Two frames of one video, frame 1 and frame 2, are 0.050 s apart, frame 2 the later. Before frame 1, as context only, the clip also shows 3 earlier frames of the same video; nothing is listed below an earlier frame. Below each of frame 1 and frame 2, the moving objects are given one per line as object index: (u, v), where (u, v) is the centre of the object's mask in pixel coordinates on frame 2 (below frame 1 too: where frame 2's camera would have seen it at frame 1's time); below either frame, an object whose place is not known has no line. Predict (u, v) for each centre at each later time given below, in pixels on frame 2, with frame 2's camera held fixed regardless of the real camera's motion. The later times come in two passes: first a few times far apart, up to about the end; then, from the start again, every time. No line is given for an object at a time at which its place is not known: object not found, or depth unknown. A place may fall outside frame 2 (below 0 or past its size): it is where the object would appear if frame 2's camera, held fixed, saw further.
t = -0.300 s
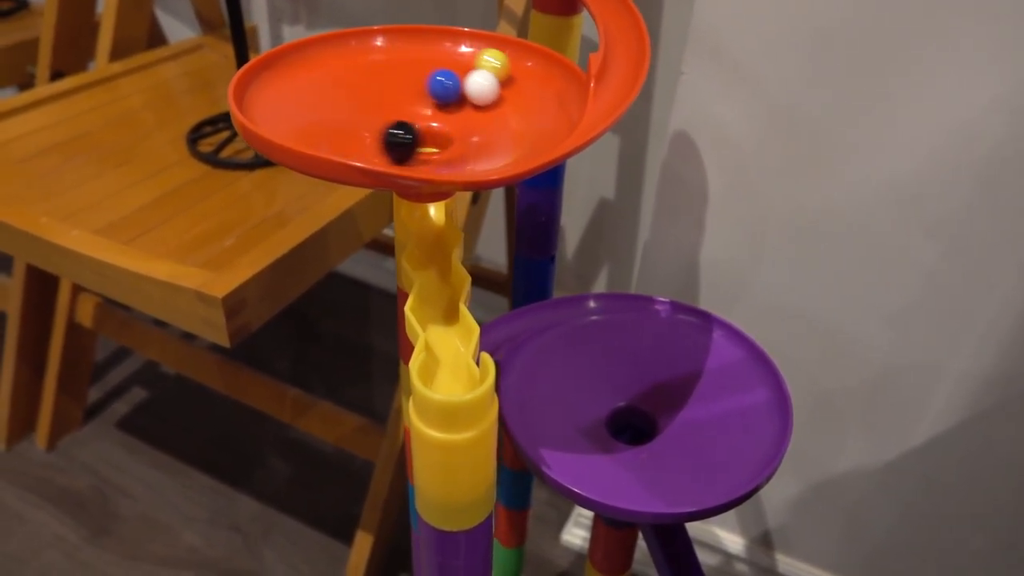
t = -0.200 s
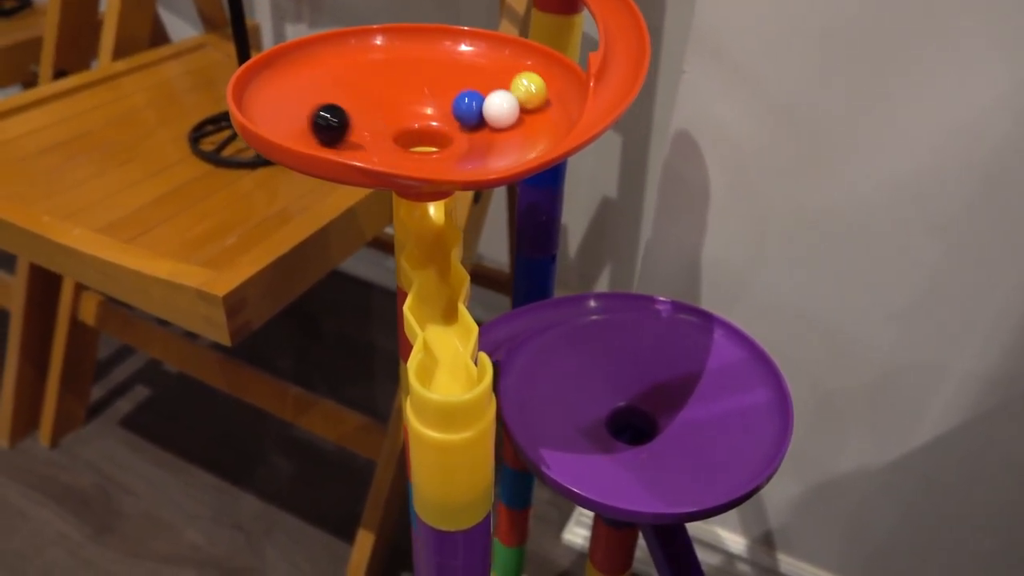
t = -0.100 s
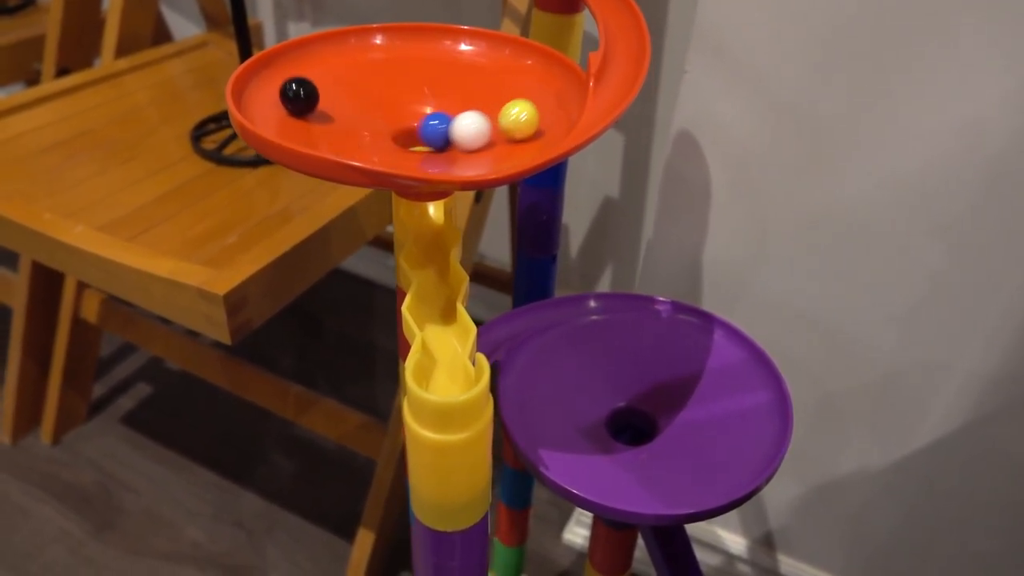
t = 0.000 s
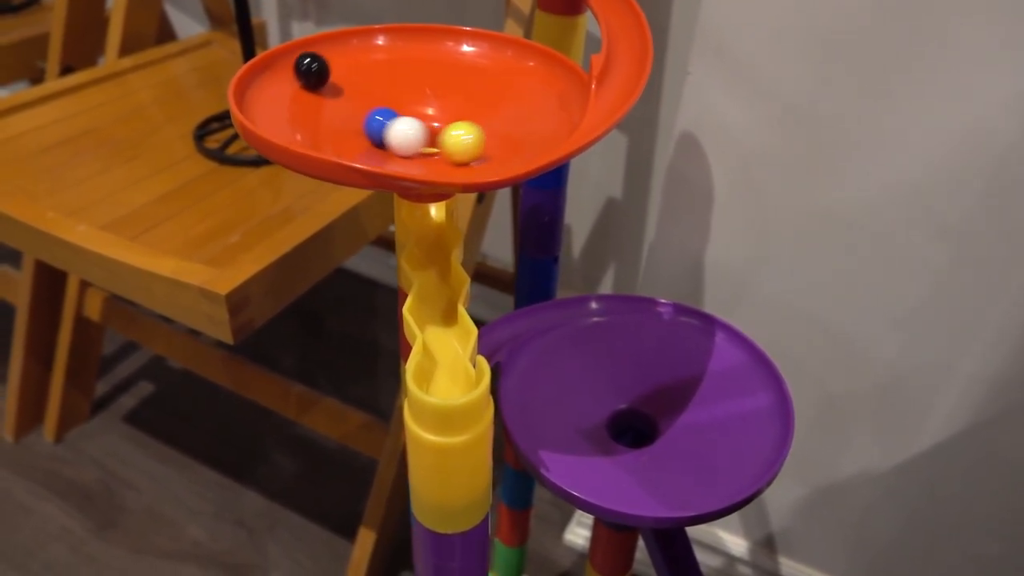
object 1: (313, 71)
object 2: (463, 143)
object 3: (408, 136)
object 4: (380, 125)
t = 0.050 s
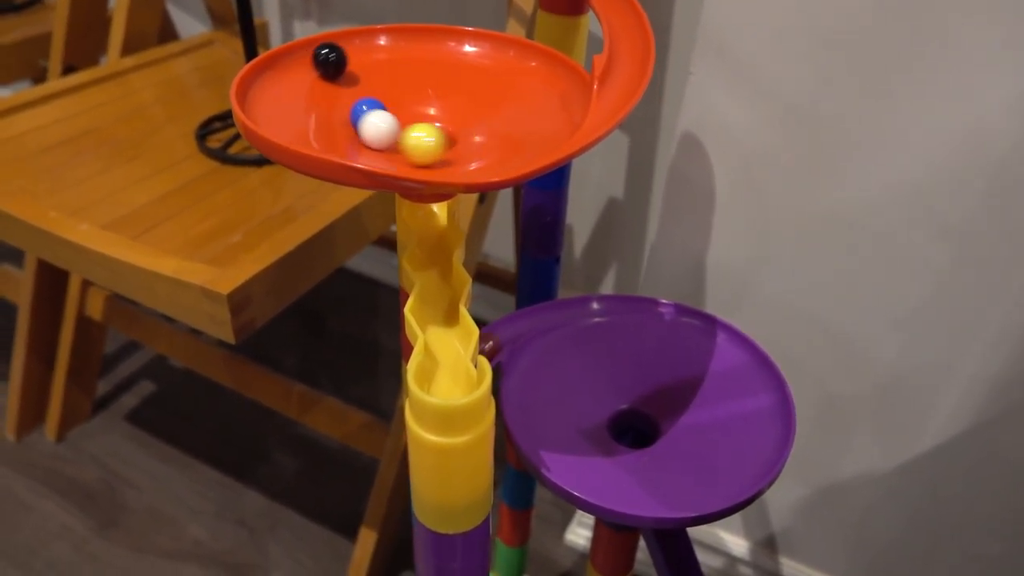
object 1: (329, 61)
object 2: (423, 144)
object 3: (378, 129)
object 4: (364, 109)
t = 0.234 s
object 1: (418, 48)
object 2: (312, 107)
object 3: (375, 87)
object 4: (412, 87)
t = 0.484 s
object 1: (516, 99)
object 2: (369, 47)
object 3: (474, 102)
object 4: (459, 130)
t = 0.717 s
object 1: (411, 142)
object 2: (486, 58)
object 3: (386, 122)
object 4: (354, 102)
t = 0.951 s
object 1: (317, 95)
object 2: (472, 132)
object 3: (459, 102)
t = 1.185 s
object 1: (415, 57)
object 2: (309, 112)
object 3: (403, 132)
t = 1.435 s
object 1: (512, 97)
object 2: (353, 65)
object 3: (421, 93)
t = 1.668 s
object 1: (387, 136)
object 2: (495, 87)
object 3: (458, 129)
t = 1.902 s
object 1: (328, 83)
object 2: (455, 140)
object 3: (381, 101)
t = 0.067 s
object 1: (336, 58)
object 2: (409, 143)
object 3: (371, 126)
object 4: (363, 103)
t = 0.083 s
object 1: (343, 55)
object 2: (395, 142)
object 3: (363, 121)
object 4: (366, 99)
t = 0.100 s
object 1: (350, 53)
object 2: (383, 140)
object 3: (358, 116)
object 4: (369, 97)
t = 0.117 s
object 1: (358, 51)
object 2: (370, 137)
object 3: (355, 109)
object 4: (373, 96)
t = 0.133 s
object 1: (366, 50)
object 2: (358, 134)
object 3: (355, 105)
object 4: (376, 95)
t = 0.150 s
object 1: (374, 49)
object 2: (347, 131)
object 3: (357, 101)
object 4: (380, 94)
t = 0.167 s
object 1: (383, 48)
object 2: (337, 126)
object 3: (358, 99)
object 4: (384, 92)
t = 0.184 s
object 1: (392, 47)
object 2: (329, 122)
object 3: (360, 98)
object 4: (390, 90)
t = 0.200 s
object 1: (400, 47)
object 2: (322, 117)
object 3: (363, 94)
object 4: (397, 89)
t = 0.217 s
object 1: (409, 47)
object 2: (317, 113)
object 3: (368, 91)
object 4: (404, 88)
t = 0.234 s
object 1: (418, 48)
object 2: (312, 107)
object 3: (375, 87)
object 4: (412, 87)
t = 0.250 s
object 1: (426, 48)
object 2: (309, 102)
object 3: (382, 84)
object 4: (421, 88)
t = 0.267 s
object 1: (435, 50)
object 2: (307, 97)
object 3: (389, 82)
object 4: (430, 88)
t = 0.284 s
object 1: (444, 51)
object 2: (307, 91)
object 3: (398, 80)
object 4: (438, 89)
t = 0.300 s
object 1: (452, 53)
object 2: (308, 86)
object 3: (406, 79)
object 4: (447, 91)
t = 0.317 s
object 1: (460, 56)
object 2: (309, 81)
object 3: (415, 78)
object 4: (454, 93)
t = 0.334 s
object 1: (468, 58)
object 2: (312, 77)
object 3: (424, 78)
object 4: (461, 96)
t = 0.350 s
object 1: (476, 62)
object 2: (316, 72)
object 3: (433, 78)
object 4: (467, 99)
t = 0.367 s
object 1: (482, 65)
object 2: (320, 68)
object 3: (441, 79)
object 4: (472, 103)
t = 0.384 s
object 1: (489, 69)
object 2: (326, 64)
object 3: (449, 80)
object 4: (475, 107)
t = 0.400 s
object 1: (494, 74)
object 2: (332, 60)
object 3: (457, 82)
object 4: (477, 111)
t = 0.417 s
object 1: (500, 79)
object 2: (338, 56)
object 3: (463, 84)
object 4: (477, 115)
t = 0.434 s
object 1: (505, 83)
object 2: (345, 54)
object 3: (467, 87)
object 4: (475, 119)
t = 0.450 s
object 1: (510, 88)
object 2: (353, 51)
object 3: (470, 91)
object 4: (471, 123)
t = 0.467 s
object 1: (514, 93)
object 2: (360, 49)
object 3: (473, 95)
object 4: (466, 126)
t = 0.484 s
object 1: (516, 99)
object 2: (369, 47)
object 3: (474, 102)
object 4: (459, 130)
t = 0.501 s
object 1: (517, 105)
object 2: (377, 46)
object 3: (473, 108)
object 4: (450, 132)
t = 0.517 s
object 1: (516, 110)
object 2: (386, 45)
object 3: (470, 115)
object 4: (441, 133)
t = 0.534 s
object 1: (514, 115)
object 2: (395, 44)
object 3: (465, 121)
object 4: (432, 134)
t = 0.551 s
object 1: (510, 120)
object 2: (404, 43)
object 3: (458, 126)
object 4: (421, 134)
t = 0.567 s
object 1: (505, 124)
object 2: (413, 43)
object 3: (449, 129)
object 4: (412, 133)
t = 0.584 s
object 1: (498, 128)
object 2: (421, 43)
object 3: (441, 132)
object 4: (402, 131)
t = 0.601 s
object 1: (490, 132)
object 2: (430, 44)
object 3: (433, 133)
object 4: (391, 129)
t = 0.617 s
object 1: (481, 136)
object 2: (439, 45)
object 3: (425, 134)
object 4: (381, 125)
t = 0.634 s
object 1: (470, 138)
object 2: (447, 46)
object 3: (416, 133)
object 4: (373, 122)
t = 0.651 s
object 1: (460, 140)
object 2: (455, 47)
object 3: (409, 132)
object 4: (366, 118)
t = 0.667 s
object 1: (448, 141)
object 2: (463, 49)
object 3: (402, 131)
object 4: (360, 114)
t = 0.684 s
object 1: (436, 142)
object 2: (471, 52)
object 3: (396, 129)
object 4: (356, 109)
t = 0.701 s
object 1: (423, 143)
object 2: (479, 55)
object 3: (391, 126)
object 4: (354, 105)
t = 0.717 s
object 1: (411, 142)
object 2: (486, 58)
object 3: (386, 122)
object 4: (354, 102)
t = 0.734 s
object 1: (399, 141)
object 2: (492, 62)
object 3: (383, 117)
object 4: (354, 98)
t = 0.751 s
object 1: (387, 140)
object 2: (498, 66)
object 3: (385, 113)
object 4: (355, 94)
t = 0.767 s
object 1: (375, 138)
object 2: (502, 71)
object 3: (389, 112)
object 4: (359, 91)
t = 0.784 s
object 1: (364, 135)
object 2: (506, 75)
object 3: (391, 112)
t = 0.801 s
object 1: (354, 132)
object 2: (509, 81)
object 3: (395, 110)
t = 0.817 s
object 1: (345, 129)
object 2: (511, 87)
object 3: (401, 107)
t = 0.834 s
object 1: (338, 125)
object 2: (512, 93)
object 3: (408, 105)
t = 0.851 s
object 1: (331, 121)
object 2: (511, 99)
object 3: (415, 103)
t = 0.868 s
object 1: (326, 117)
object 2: (509, 105)
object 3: (424, 102)
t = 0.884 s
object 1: (322, 113)
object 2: (505, 111)
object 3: (432, 101)
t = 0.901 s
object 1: (319, 108)
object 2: (499, 117)
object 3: (440, 101)
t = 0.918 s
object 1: (317, 104)
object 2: (492, 122)
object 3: (447, 101)
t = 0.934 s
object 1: (317, 99)
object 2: (483, 127)
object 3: (454, 103)
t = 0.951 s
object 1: (317, 95)
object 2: (472, 132)
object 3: (459, 102)
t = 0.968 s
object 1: (319, 91)
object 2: (458, 135)
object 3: (465, 104)
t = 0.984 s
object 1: (322, 86)
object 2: (445, 137)
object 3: (469, 109)
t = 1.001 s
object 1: (326, 82)
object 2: (432, 138)
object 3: (470, 114)
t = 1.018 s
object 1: (331, 78)
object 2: (418, 139)
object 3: (471, 117)
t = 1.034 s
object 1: (337, 75)
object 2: (404, 138)
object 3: (470, 120)
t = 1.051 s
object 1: (344, 72)
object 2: (391, 137)
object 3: (467, 124)
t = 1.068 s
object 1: (352, 68)
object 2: (376, 134)
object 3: (462, 127)
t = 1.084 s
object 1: (359, 65)
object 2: (363, 132)
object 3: (456, 130)
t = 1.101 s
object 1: (368, 63)
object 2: (352, 130)
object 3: (449, 132)
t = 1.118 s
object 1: (377, 61)
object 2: (341, 127)
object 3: (441, 133)
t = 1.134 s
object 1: (386, 60)
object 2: (331, 123)
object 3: (431, 134)
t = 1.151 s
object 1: (395, 59)
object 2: (322, 120)
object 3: (421, 134)
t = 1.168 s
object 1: (405, 58)
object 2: (315, 116)
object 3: (412, 134)
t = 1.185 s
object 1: (415, 57)
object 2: (309, 112)
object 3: (403, 132)
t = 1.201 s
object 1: (424, 57)
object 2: (305, 108)
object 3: (395, 131)
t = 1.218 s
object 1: (434, 57)
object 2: (302, 104)
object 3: (388, 128)
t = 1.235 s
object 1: (443, 58)
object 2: (299, 99)
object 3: (382, 125)
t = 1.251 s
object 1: (452, 59)
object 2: (298, 96)
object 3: (378, 122)
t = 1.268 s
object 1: (460, 61)
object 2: (298, 92)
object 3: (375, 119)
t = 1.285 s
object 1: (469, 63)
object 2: (300, 89)
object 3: (373, 115)
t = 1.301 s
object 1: (477, 65)
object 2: (302, 84)
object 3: (373, 112)
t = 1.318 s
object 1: (484, 68)
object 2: (306, 81)
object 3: (375, 108)
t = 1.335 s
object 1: (491, 71)
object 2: (310, 78)
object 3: (379, 105)
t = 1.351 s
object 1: (497, 74)
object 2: (315, 75)
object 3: (383, 102)
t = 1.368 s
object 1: (502, 78)
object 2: (321, 72)
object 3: (389, 99)
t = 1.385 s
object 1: (506, 82)
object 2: (328, 70)
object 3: (396, 97)
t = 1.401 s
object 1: (509, 87)
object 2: (336, 68)
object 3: (404, 95)
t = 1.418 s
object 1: (511, 92)
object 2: (344, 66)
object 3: (412, 94)
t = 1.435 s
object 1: (512, 97)
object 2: (353, 65)
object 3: (421, 93)
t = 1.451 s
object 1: (512, 103)
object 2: (363, 64)
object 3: (430, 93)
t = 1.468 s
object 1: (510, 108)
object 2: (373, 64)
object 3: (439, 93)
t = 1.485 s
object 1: (506, 113)
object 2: (383, 63)
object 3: (447, 94)
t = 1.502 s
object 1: (501, 118)
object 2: (394, 63)
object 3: (454, 95)
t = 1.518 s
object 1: (494, 124)
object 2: (405, 64)
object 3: (461, 97)
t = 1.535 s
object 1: (485, 128)
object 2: (416, 65)
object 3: (466, 99)
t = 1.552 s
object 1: (475, 132)
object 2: (427, 66)
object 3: (470, 100)
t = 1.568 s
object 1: (464, 135)
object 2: (439, 68)
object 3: (475, 105)
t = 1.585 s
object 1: (452, 138)
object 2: (449, 71)
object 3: (476, 110)
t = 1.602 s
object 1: (439, 139)
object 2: (460, 73)
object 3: (475, 114)
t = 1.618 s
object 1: (426, 139)
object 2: (470, 76)
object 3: (473, 118)
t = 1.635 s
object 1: (412, 138)
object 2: (479, 79)
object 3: (470, 122)
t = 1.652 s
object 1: (399, 137)
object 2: (488, 83)
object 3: (465, 125)
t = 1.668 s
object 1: (387, 136)
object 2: (495, 87)
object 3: (458, 129)
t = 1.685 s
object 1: (375, 133)
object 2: (501, 91)
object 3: (450, 131)
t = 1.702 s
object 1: (364, 130)
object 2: (506, 95)
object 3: (440, 133)
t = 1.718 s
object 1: (354, 126)
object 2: (510, 99)
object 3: (430, 134)
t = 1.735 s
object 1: (345, 123)
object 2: (513, 104)
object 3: (420, 133)
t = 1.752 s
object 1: (338, 119)
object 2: (513, 108)
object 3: (410, 132)
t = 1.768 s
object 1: (332, 115)
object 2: (512, 113)
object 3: (401, 130)
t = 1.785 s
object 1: (327, 110)
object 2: (510, 117)
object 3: (393, 127)
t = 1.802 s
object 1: (323, 106)
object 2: (506, 122)
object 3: (386, 123)
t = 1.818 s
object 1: (321, 102)
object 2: (501, 126)
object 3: (381, 120)
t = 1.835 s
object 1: (320, 98)
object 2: (494, 130)
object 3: (378, 116)
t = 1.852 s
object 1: (321, 94)
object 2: (486, 133)
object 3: (376, 112)
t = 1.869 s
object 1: (322, 90)
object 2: (476, 136)
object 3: (376, 108)
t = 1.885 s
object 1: (324, 86)
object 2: (466, 138)
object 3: (378, 104)
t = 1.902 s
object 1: (328, 83)
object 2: (455, 140)
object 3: (381, 101)
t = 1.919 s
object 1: (332, 79)
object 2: (443, 140)
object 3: (385, 99)
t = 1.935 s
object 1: (338, 77)
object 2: (431, 140)
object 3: (391, 96)
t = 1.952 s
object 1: (343, 75)
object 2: (419, 140)
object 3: (397, 95)
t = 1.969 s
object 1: (350, 72)
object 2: (407, 139)
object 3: (403, 94)
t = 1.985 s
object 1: (357, 70)
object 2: (395, 137)
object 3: (411, 94)
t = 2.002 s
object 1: (366, 68)
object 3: (418, 94)
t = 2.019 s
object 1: (374, 67)
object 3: (426, 95)
